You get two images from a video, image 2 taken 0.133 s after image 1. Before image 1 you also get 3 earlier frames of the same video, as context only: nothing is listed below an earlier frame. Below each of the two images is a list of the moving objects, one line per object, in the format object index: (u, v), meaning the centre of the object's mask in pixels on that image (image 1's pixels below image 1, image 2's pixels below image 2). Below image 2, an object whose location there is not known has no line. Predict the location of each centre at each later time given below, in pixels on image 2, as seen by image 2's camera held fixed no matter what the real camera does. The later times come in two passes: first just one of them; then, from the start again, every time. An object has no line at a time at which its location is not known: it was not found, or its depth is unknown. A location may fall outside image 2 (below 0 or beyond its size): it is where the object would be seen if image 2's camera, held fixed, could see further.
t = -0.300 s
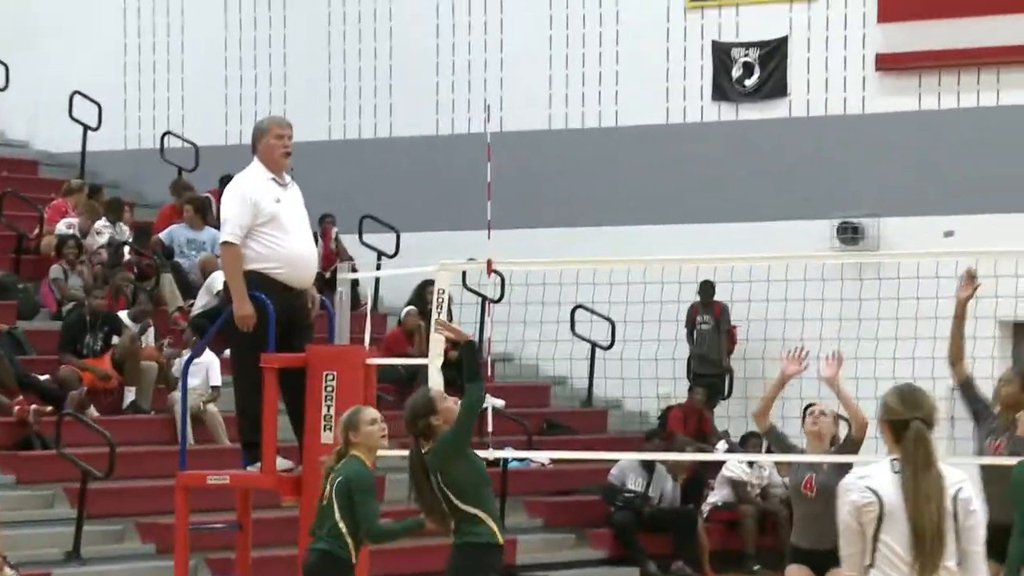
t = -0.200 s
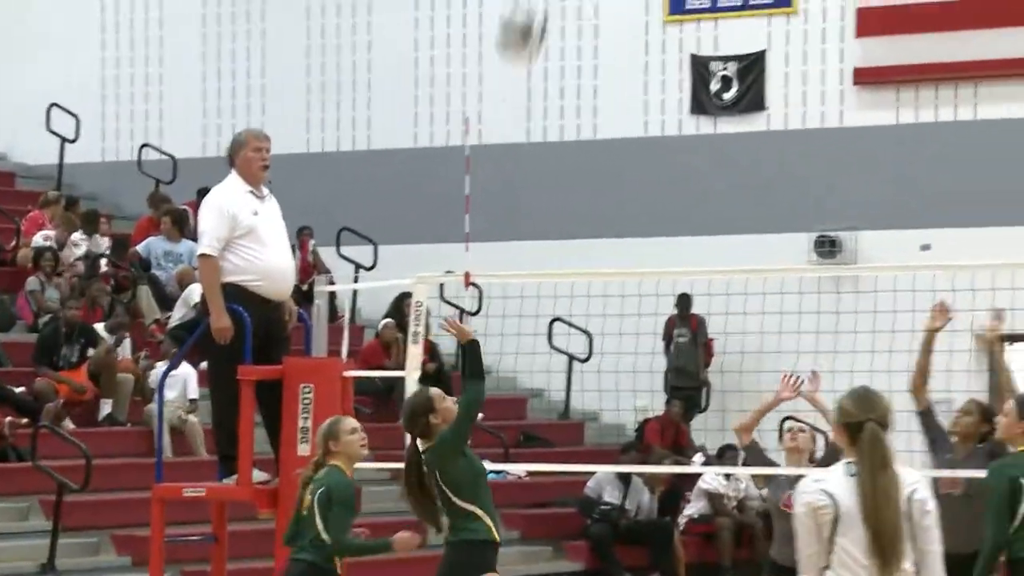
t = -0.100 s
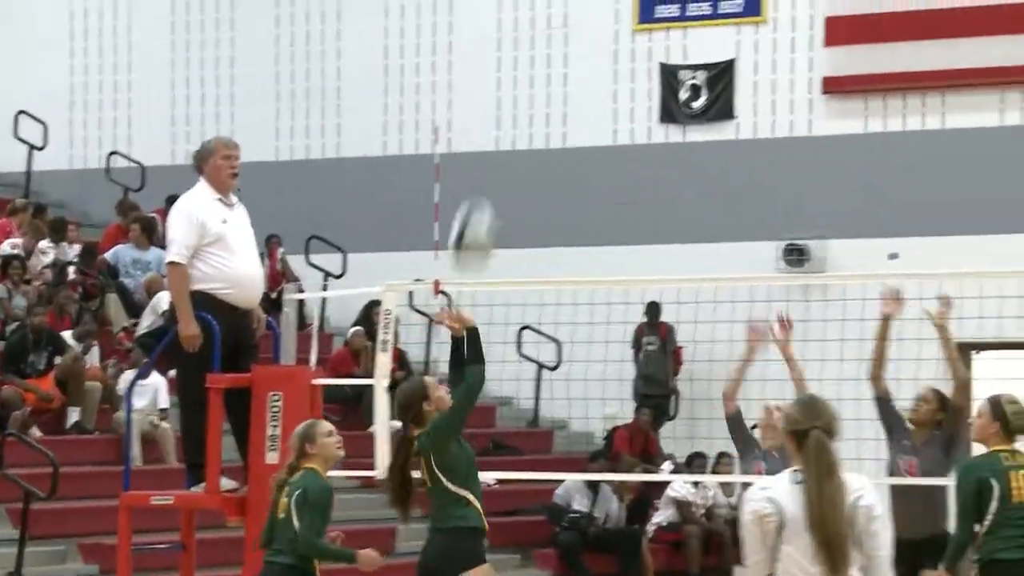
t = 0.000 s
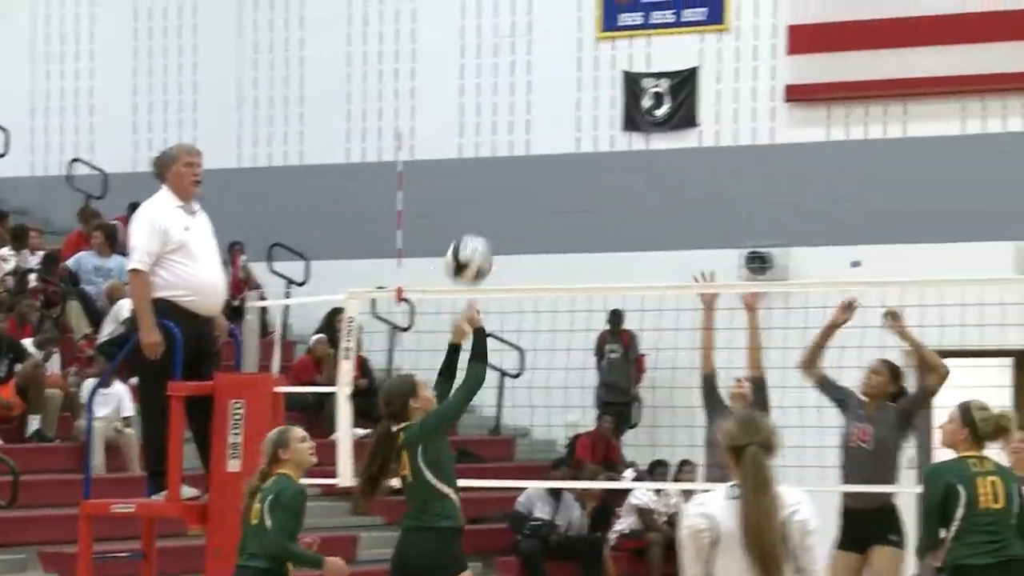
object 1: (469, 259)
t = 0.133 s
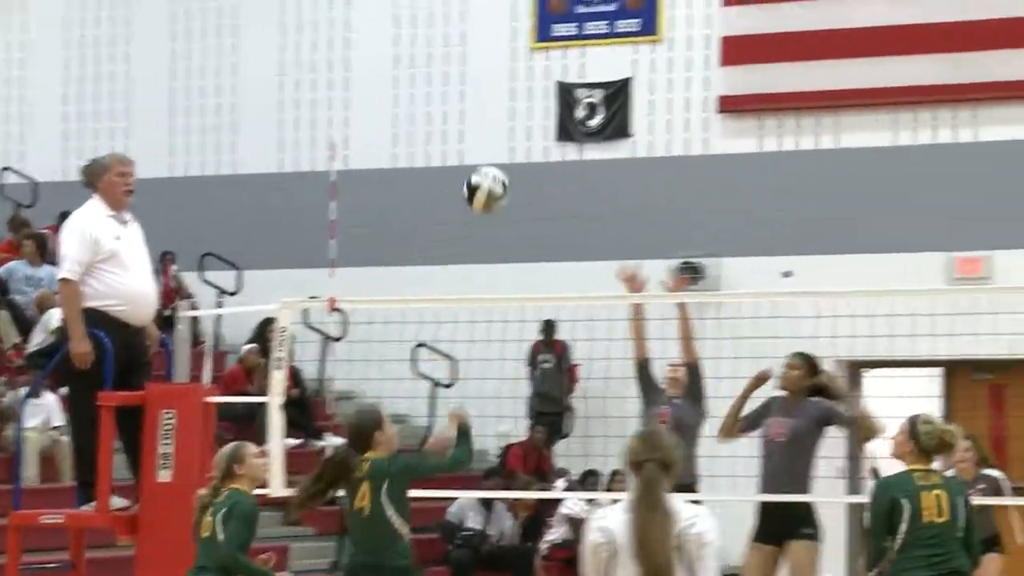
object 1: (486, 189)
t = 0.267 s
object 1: (564, 150)
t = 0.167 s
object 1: (506, 176)
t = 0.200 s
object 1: (526, 165)
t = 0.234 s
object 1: (545, 156)
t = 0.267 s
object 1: (564, 150)
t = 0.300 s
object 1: (582, 146)
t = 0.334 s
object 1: (599, 144)
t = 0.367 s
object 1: (617, 145)
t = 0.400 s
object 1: (635, 149)
